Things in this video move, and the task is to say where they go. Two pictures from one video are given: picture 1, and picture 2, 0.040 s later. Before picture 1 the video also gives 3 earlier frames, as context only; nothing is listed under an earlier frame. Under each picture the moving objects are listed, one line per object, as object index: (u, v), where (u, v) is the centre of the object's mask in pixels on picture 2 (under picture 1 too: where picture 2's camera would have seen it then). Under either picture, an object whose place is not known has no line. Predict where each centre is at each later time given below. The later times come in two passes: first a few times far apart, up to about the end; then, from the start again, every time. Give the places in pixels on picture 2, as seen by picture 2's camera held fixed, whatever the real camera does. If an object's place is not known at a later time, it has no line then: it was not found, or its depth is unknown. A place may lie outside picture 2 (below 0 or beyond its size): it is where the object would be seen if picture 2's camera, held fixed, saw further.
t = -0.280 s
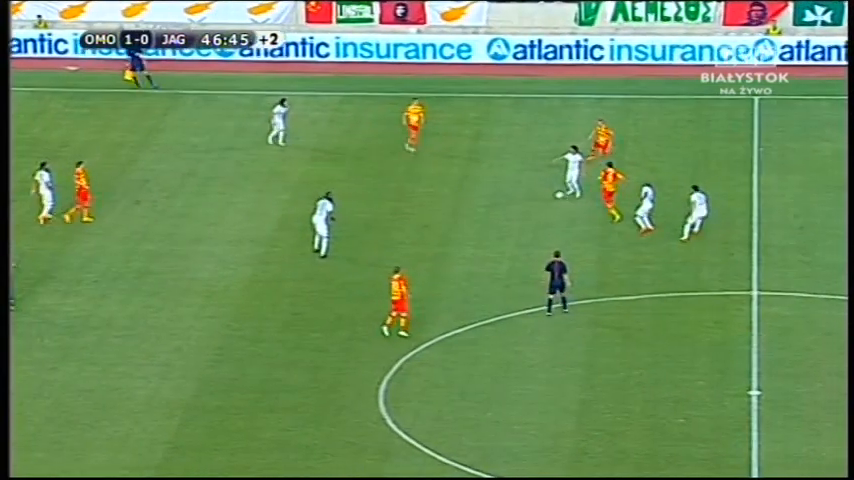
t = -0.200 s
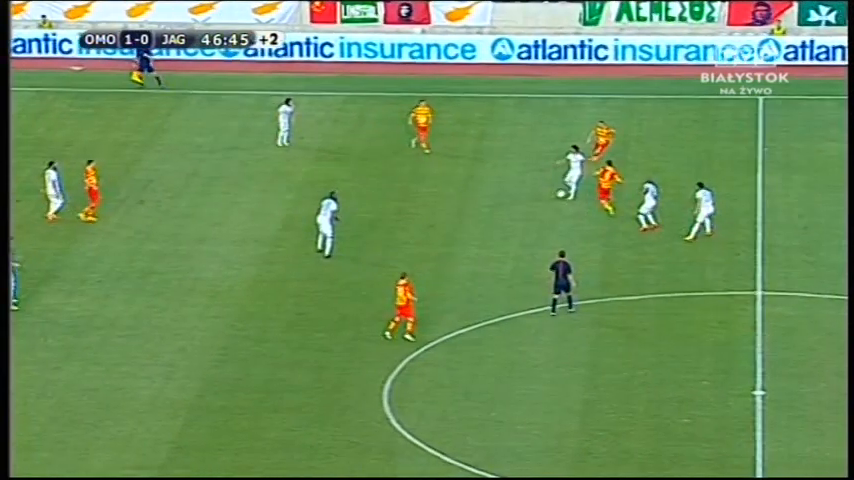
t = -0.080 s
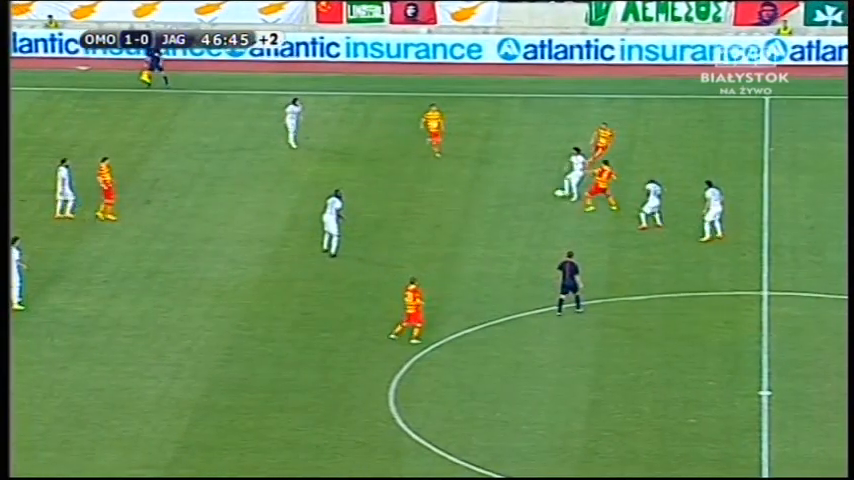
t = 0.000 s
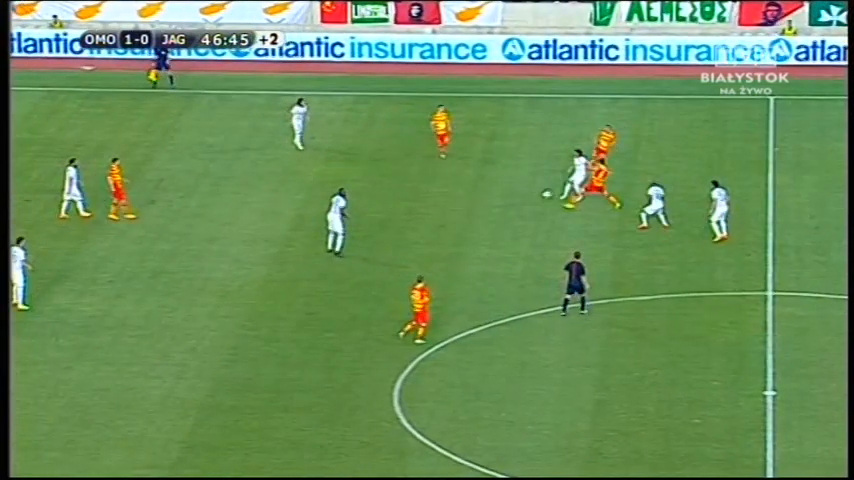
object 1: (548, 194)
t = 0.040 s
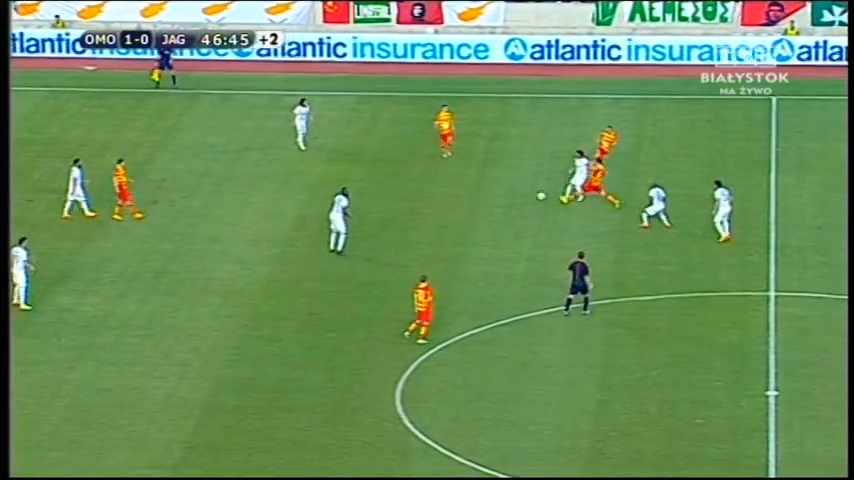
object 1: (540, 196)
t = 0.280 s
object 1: (494, 206)
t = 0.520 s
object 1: (454, 215)
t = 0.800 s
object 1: (416, 223)
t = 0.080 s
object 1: (532, 197)
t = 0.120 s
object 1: (524, 200)
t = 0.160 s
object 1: (516, 202)
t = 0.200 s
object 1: (508, 206)
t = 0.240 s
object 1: (501, 206)
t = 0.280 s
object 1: (494, 206)
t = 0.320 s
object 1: (487, 206)
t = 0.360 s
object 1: (480, 207)
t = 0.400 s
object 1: (474, 209)
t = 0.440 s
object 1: (467, 211)
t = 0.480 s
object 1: (461, 213)
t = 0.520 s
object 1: (454, 215)
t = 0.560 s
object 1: (447, 216)
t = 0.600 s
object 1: (442, 216)
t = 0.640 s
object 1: (437, 217)
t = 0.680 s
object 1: (431, 218)
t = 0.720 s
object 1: (426, 219)
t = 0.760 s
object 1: (421, 221)
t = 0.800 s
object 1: (416, 223)
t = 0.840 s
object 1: (412, 222)
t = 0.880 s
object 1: (407, 223)
